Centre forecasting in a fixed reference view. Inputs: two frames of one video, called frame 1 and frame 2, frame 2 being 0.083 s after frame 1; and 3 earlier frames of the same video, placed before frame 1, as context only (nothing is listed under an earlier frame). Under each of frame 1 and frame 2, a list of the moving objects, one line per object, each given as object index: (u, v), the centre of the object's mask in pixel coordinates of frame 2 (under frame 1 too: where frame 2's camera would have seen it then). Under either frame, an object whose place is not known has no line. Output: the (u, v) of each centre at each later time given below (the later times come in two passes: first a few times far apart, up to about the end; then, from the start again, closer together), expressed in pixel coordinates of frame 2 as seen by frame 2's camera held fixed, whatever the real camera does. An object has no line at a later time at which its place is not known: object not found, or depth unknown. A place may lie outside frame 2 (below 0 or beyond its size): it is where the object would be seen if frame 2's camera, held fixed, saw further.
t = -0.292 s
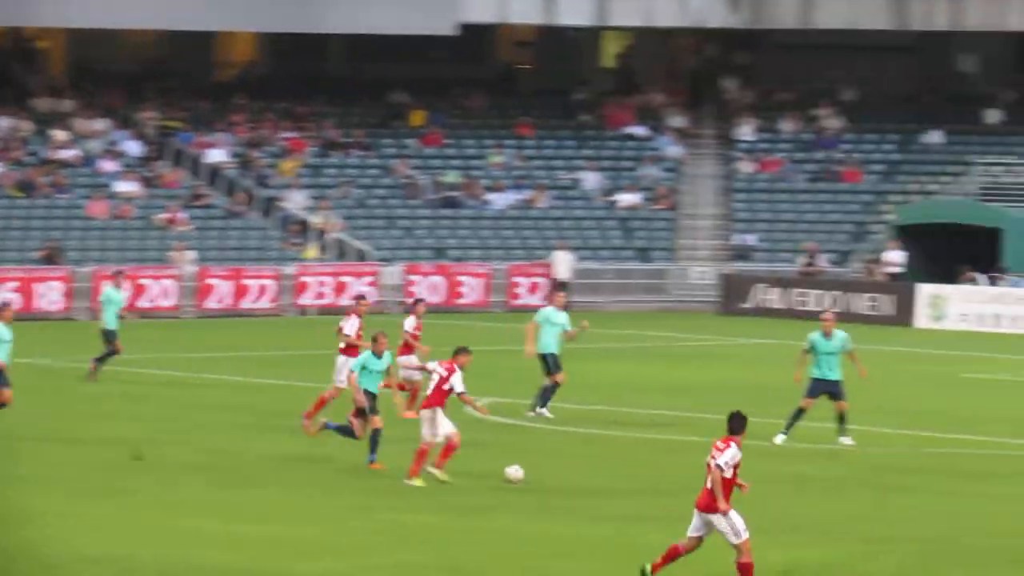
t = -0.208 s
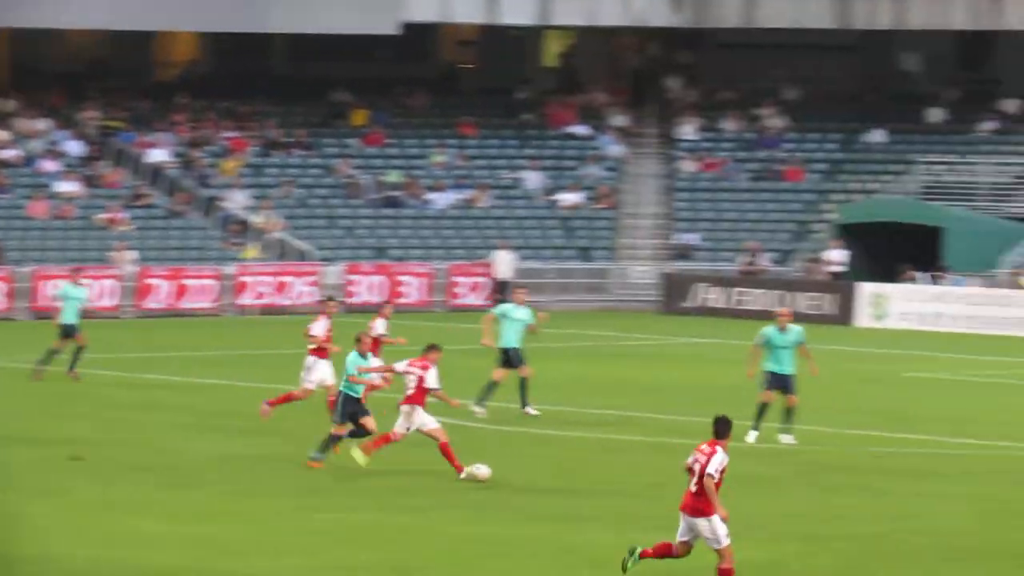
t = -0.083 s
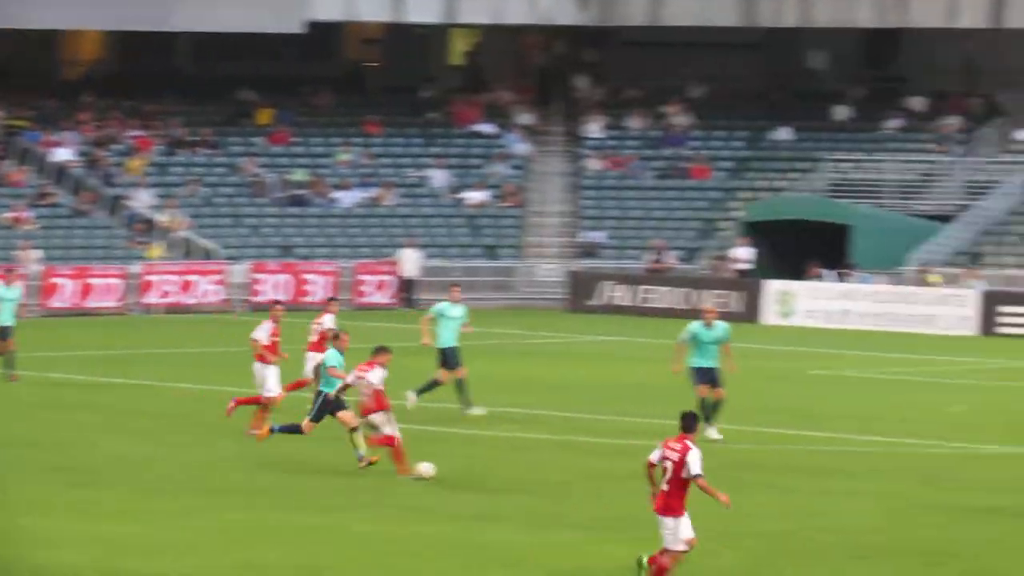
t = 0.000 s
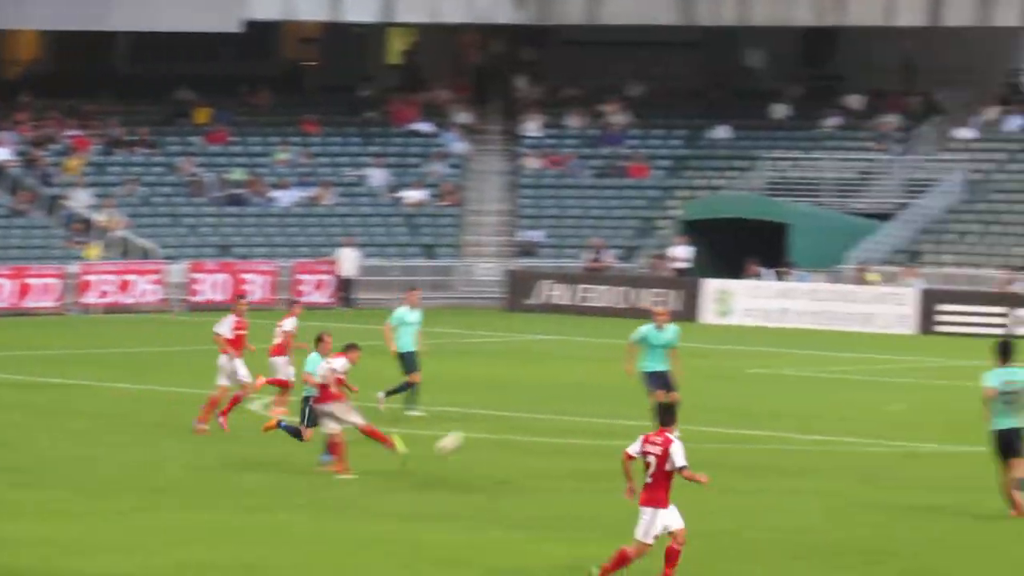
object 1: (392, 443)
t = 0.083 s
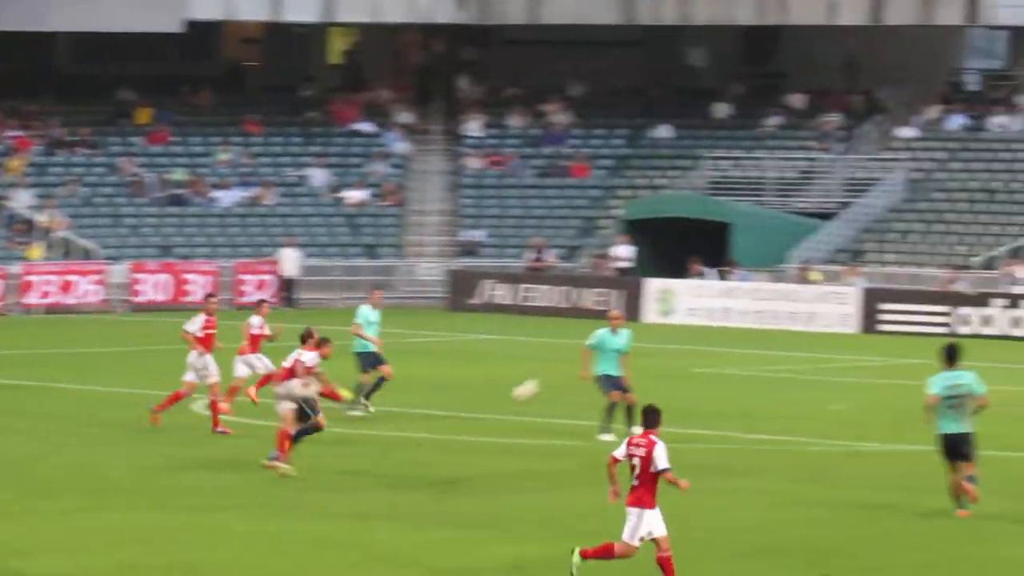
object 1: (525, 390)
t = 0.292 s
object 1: (795, 289)
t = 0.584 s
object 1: (1075, 205)
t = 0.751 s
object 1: (1208, 178)
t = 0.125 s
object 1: (586, 366)
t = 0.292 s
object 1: (795, 289)
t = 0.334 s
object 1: (838, 272)
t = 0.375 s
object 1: (880, 260)
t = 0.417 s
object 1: (921, 245)
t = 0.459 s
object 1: (961, 233)
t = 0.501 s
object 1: (1001, 222)
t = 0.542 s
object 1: (1038, 212)
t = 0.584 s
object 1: (1075, 205)
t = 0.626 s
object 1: (1111, 198)
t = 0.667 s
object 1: (1145, 190)
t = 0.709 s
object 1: (1177, 184)
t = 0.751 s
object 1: (1208, 178)
